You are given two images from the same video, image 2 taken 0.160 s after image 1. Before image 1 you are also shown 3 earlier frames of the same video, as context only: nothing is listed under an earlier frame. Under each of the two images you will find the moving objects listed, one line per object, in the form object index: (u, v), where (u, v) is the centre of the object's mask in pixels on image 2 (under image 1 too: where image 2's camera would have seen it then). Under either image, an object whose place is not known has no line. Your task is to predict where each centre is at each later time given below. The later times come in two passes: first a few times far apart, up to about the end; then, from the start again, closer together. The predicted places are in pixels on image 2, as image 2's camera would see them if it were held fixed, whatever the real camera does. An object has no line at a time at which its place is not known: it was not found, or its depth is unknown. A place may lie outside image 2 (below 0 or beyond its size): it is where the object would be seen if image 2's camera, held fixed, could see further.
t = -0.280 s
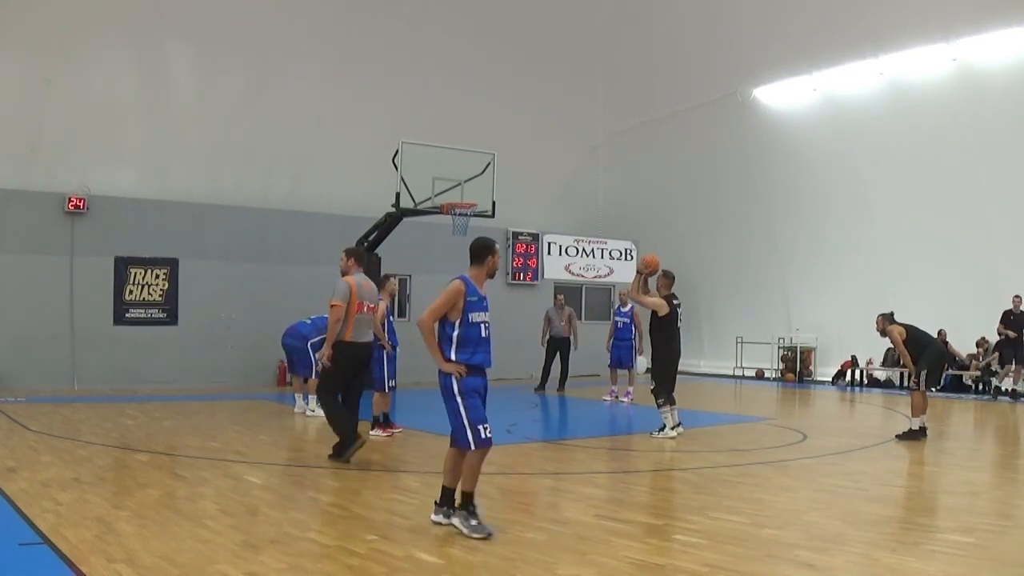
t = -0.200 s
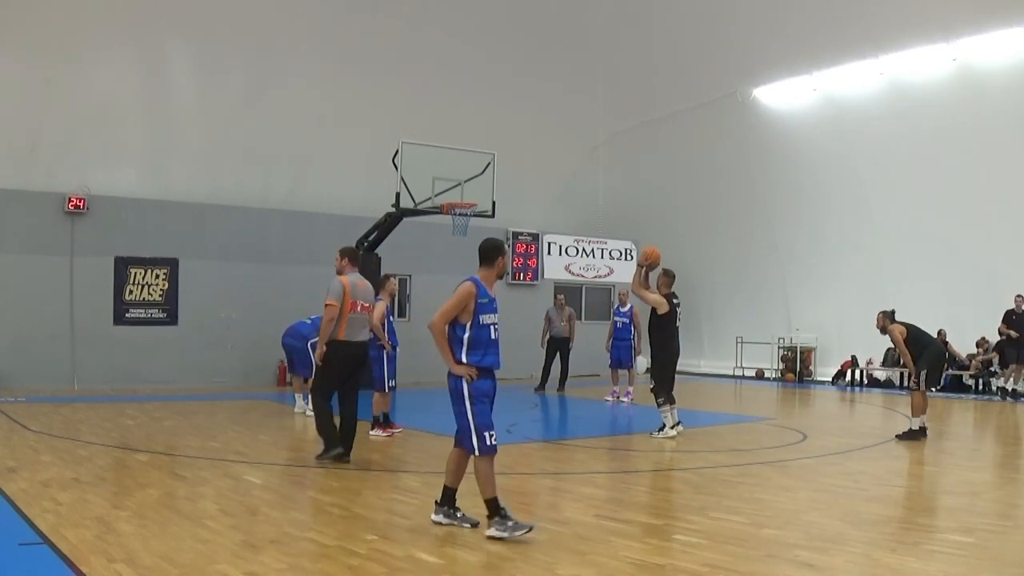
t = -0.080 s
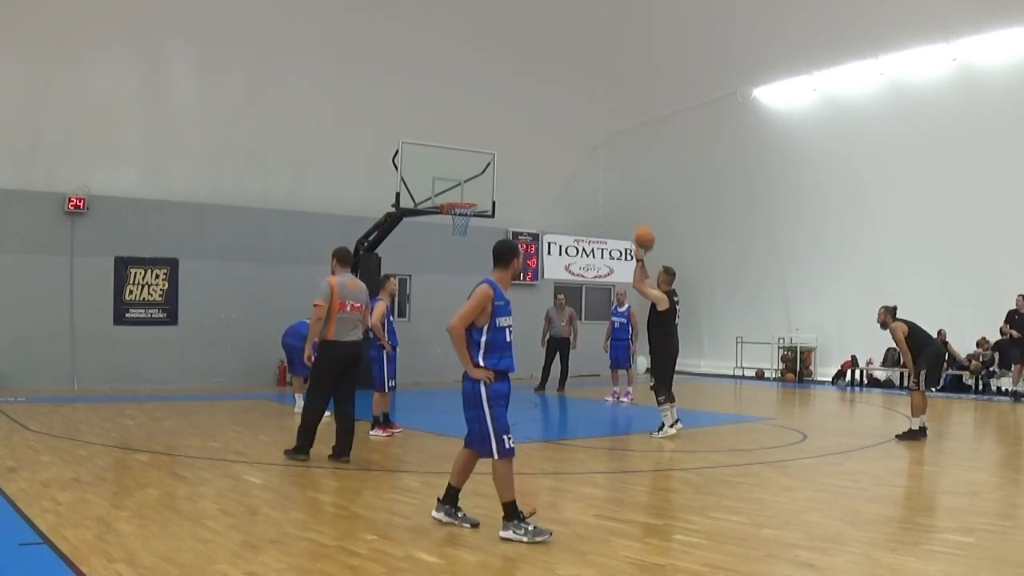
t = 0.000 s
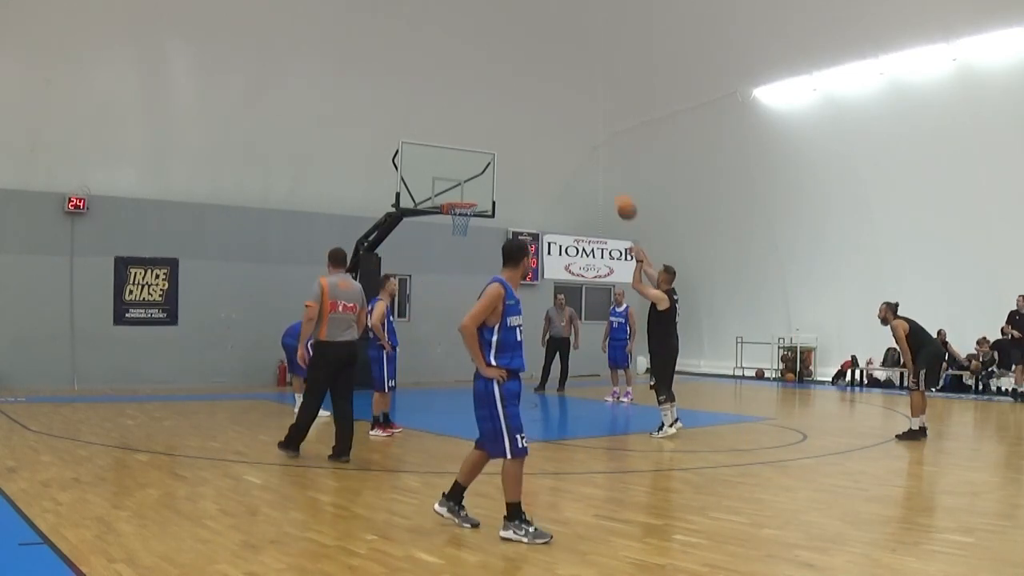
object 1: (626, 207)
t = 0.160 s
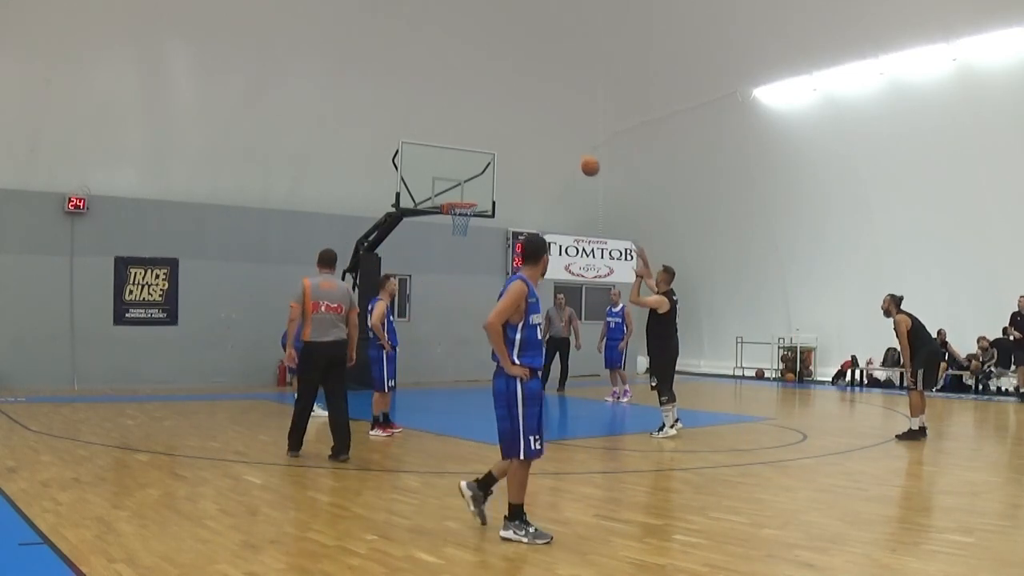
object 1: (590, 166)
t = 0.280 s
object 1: (564, 149)
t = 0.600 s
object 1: (505, 154)
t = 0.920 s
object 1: (455, 216)
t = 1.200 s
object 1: (454, 246)
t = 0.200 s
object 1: (581, 159)
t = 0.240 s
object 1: (573, 153)
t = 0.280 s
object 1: (564, 149)
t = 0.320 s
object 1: (557, 146)
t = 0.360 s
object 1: (549, 143)
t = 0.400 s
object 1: (541, 143)
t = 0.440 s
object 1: (534, 143)
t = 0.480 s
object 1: (526, 144)
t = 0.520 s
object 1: (519, 146)
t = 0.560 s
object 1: (512, 149)
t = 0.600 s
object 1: (505, 154)
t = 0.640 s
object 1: (498, 159)
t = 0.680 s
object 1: (491, 165)
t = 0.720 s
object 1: (484, 172)
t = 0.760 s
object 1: (478, 180)
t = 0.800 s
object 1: (472, 189)
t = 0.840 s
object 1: (465, 197)
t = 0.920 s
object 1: (455, 216)
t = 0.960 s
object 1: (454, 217)
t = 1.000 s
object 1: (454, 220)
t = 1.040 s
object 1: (454, 223)
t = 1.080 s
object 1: (454, 227)
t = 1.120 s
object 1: (454, 232)
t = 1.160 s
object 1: (454, 238)
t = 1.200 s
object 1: (454, 246)
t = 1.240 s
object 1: (453, 254)
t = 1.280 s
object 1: (453, 264)
